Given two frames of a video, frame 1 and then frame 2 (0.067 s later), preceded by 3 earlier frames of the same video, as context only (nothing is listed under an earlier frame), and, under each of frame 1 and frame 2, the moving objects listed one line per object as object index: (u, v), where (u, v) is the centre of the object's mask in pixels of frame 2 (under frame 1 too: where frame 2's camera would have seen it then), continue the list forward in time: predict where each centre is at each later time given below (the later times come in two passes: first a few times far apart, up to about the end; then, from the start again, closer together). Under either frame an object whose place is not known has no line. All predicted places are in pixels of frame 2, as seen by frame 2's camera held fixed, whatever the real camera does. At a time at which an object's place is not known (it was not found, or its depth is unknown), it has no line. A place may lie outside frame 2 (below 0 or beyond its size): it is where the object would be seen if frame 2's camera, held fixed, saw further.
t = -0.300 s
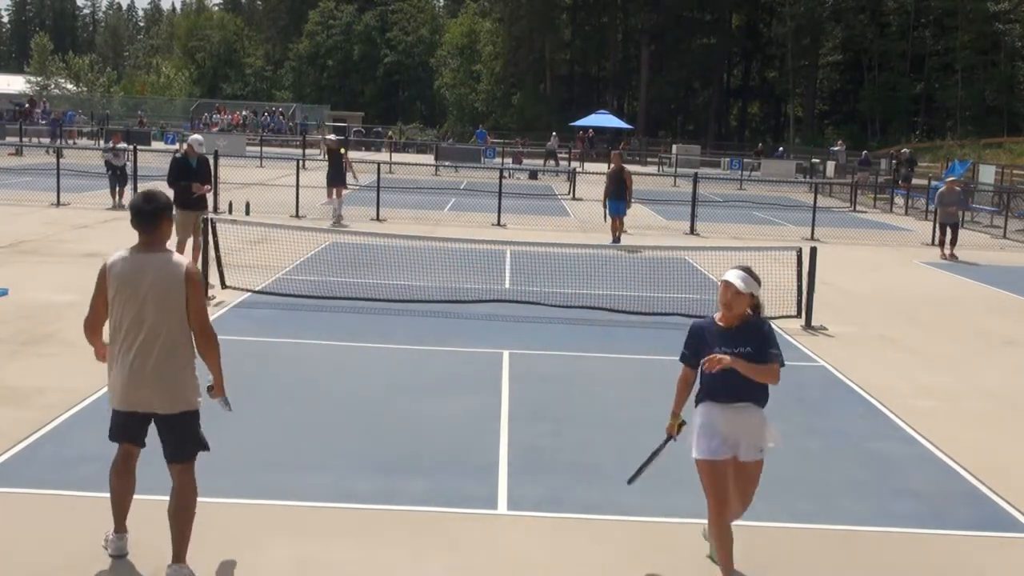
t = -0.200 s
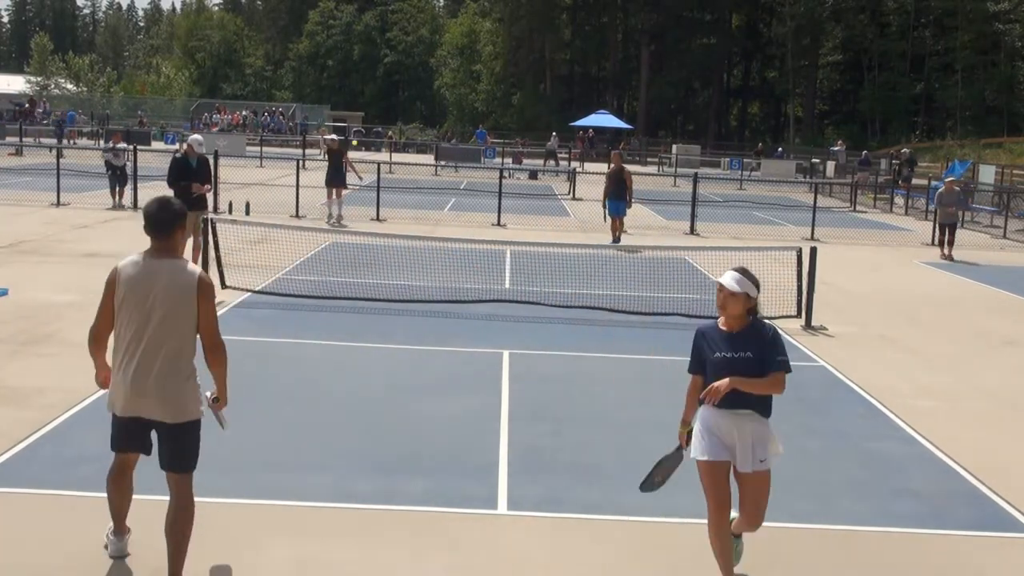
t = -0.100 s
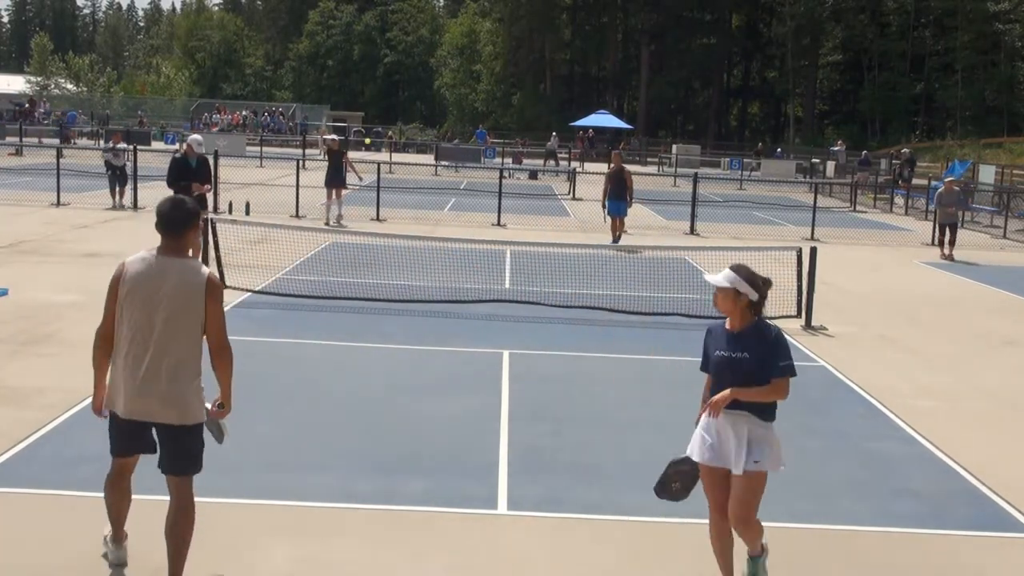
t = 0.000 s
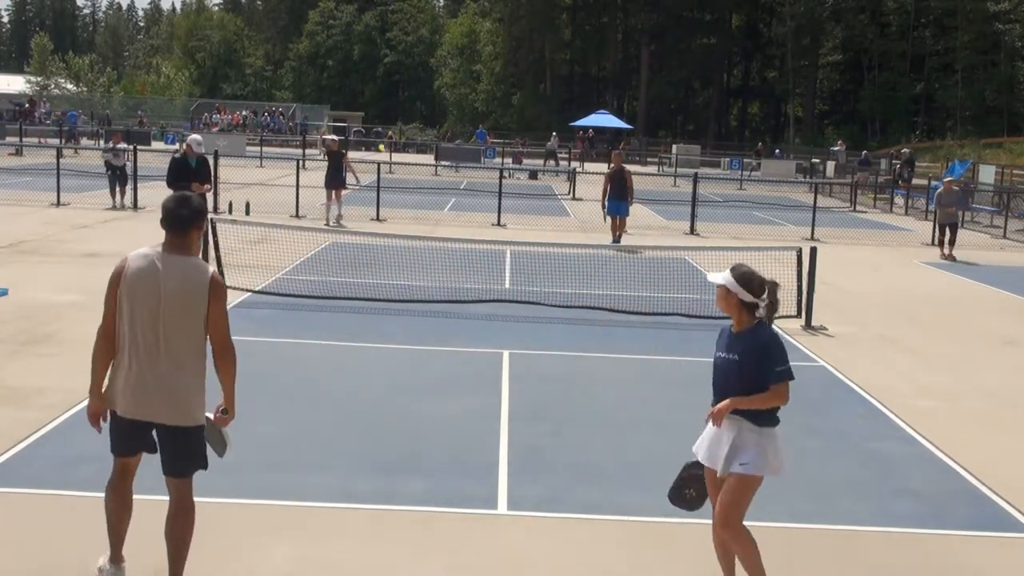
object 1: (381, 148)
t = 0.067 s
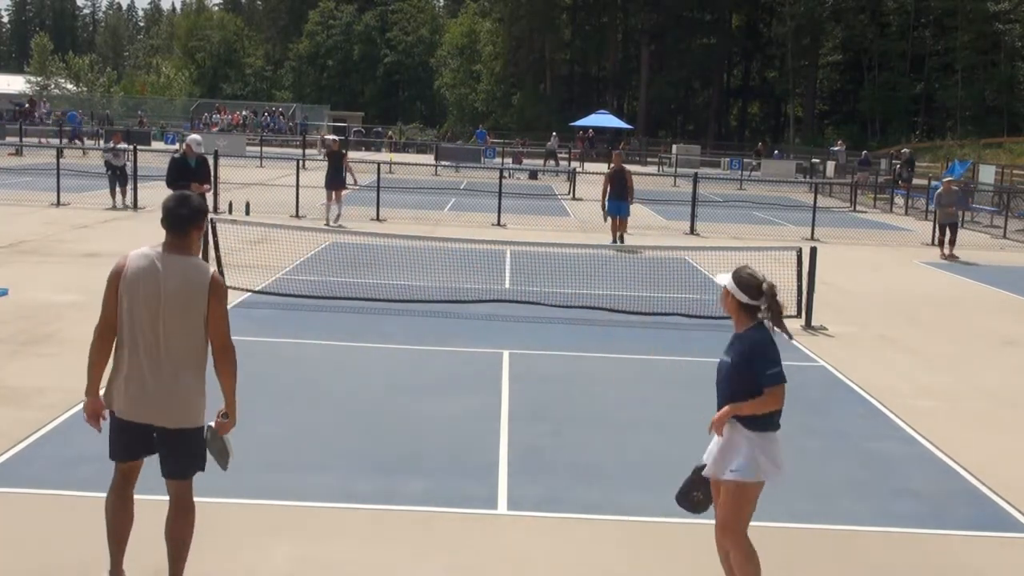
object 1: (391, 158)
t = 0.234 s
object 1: (421, 198)
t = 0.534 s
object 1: (479, 335)
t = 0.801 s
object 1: (535, 283)
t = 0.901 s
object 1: (558, 285)
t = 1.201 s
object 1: (631, 378)
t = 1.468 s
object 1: (717, 425)
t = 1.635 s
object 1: (784, 447)
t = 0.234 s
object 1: (421, 198)
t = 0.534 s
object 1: (479, 335)
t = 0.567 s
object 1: (486, 325)
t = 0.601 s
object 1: (492, 315)
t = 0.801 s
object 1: (535, 283)
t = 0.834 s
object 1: (543, 282)
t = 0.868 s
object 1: (549, 283)
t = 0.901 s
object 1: (558, 285)
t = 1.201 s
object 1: (631, 378)
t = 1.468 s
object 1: (717, 425)
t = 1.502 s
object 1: (730, 425)
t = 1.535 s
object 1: (743, 427)
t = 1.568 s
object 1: (757, 432)
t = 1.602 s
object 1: (770, 438)
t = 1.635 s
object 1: (784, 447)
